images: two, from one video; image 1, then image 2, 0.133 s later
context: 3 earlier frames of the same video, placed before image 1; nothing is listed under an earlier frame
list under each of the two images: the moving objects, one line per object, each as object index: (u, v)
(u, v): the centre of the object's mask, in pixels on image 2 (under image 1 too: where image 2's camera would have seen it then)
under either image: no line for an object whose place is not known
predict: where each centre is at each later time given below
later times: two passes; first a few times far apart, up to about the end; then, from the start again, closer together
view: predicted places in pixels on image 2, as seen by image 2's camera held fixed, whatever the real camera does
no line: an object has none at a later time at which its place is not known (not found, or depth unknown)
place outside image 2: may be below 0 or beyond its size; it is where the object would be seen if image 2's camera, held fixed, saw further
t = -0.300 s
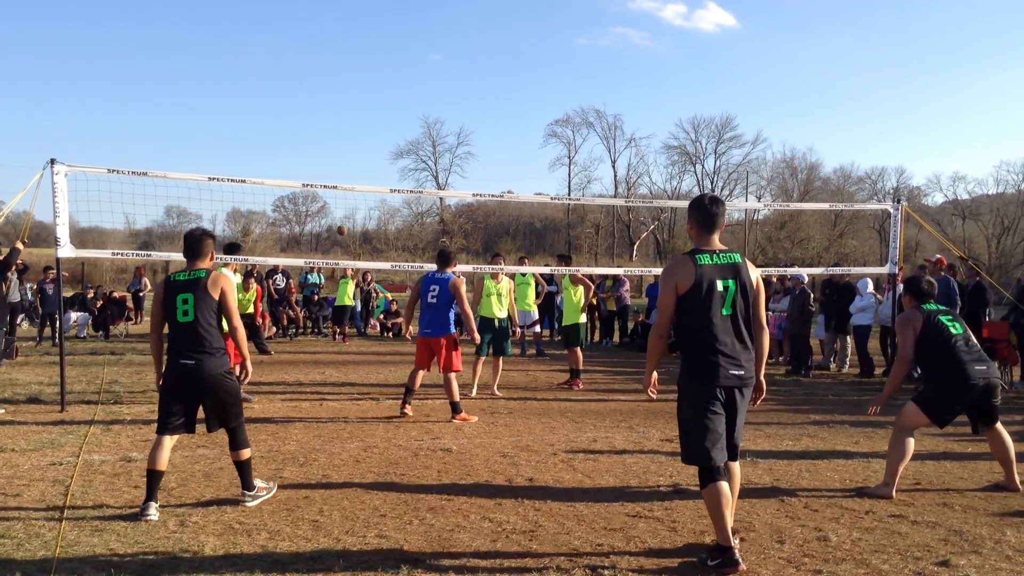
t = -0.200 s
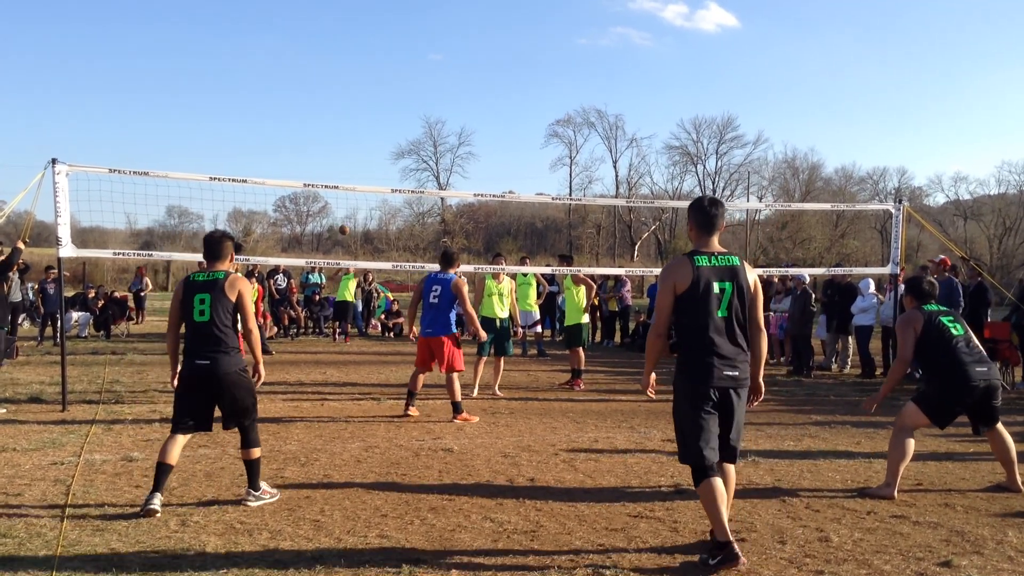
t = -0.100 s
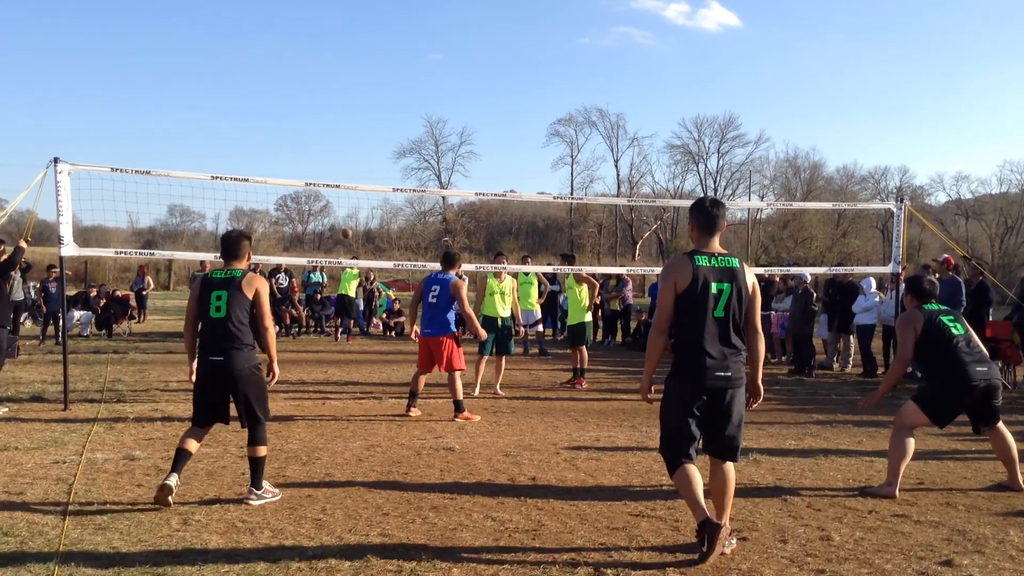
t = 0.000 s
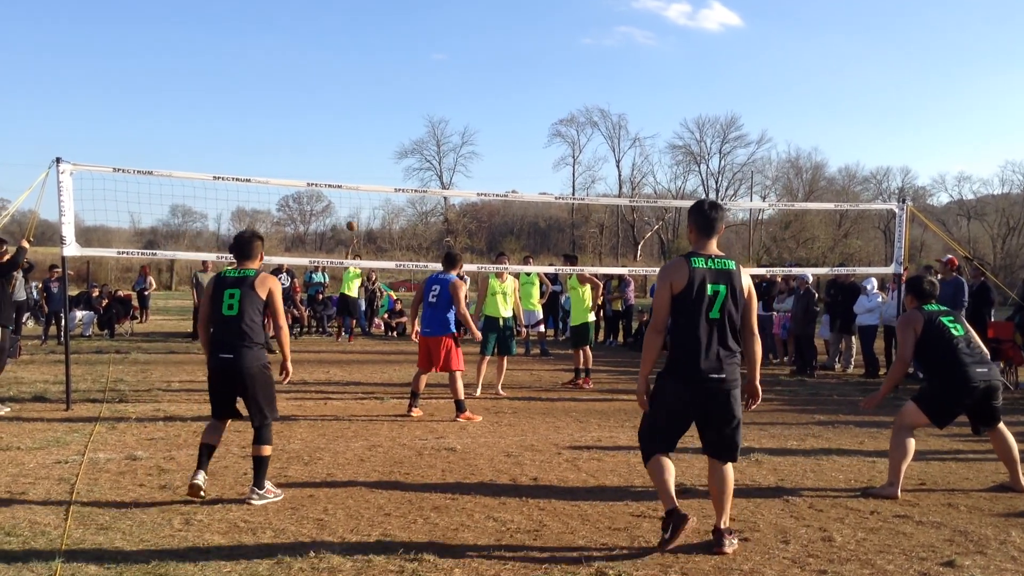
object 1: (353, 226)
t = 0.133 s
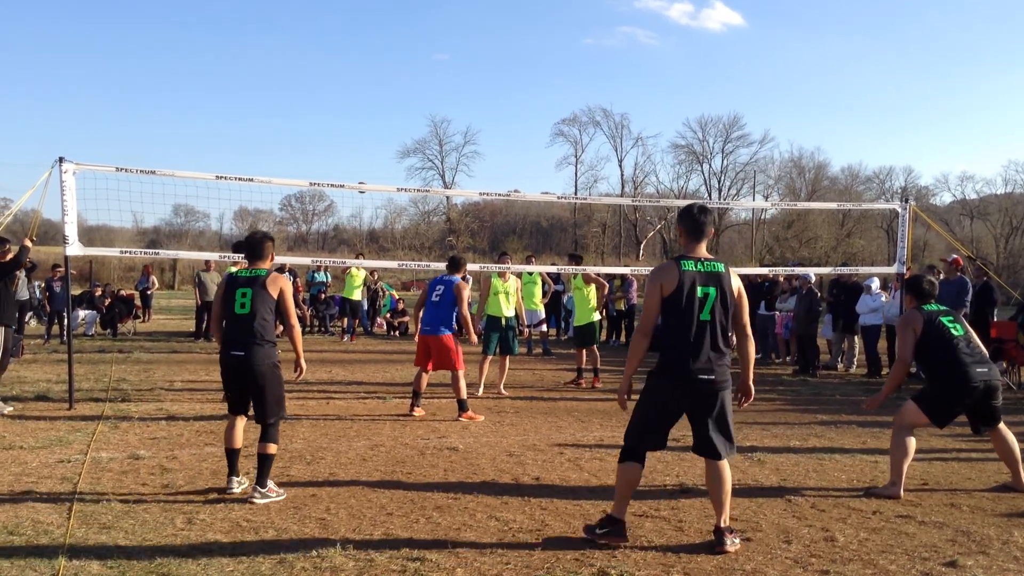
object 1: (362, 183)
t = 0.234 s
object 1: (367, 160)
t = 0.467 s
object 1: (378, 107)
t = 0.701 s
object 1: (381, 76)
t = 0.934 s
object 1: (378, 90)
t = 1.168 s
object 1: (369, 184)
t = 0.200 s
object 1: (366, 169)
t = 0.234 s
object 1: (367, 160)
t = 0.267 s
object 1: (369, 152)
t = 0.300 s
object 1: (371, 143)
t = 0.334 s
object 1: (372, 135)
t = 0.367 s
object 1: (374, 127)
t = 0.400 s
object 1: (375, 120)
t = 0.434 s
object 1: (376, 113)
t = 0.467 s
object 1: (378, 107)
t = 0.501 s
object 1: (378, 101)
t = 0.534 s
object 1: (379, 95)
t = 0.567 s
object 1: (380, 90)
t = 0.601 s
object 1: (381, 85)
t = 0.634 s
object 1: (381, 82)
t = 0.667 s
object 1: (381, 78)
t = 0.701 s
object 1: (381, 76)
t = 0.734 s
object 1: (381, 75)
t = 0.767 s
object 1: (381, 74)
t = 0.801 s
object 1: (381, 75)
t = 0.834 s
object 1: (381, 77)
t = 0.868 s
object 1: (380, 80)
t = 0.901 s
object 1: (379, 84)
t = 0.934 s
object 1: (378, 90)
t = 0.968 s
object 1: (377, 97)
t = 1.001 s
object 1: (376, 106)
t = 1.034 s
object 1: (375, 117)
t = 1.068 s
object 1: (373, 131)
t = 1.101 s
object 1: (372, 146)
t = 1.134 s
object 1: (371, 164)
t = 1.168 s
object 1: (369, 184)
